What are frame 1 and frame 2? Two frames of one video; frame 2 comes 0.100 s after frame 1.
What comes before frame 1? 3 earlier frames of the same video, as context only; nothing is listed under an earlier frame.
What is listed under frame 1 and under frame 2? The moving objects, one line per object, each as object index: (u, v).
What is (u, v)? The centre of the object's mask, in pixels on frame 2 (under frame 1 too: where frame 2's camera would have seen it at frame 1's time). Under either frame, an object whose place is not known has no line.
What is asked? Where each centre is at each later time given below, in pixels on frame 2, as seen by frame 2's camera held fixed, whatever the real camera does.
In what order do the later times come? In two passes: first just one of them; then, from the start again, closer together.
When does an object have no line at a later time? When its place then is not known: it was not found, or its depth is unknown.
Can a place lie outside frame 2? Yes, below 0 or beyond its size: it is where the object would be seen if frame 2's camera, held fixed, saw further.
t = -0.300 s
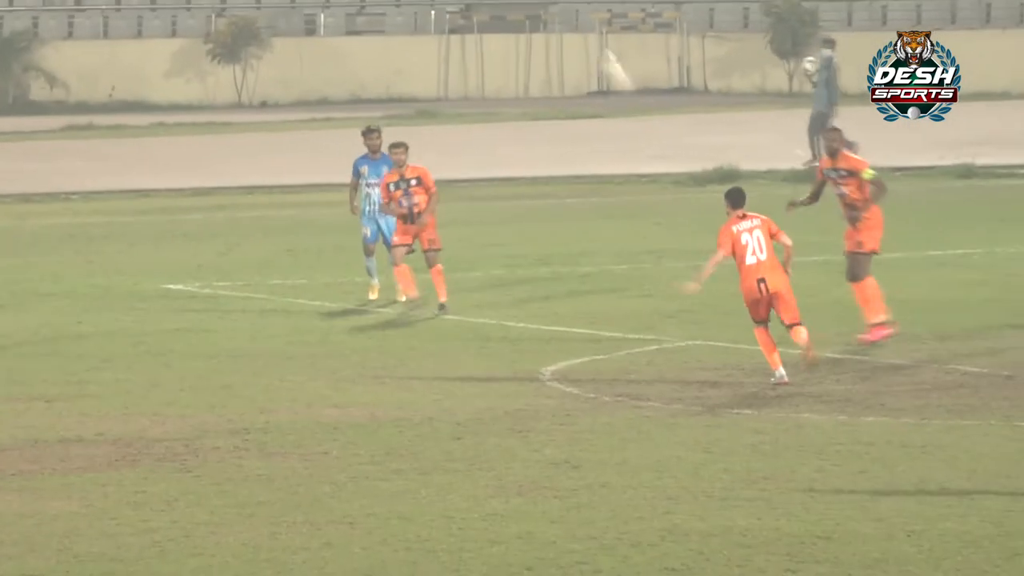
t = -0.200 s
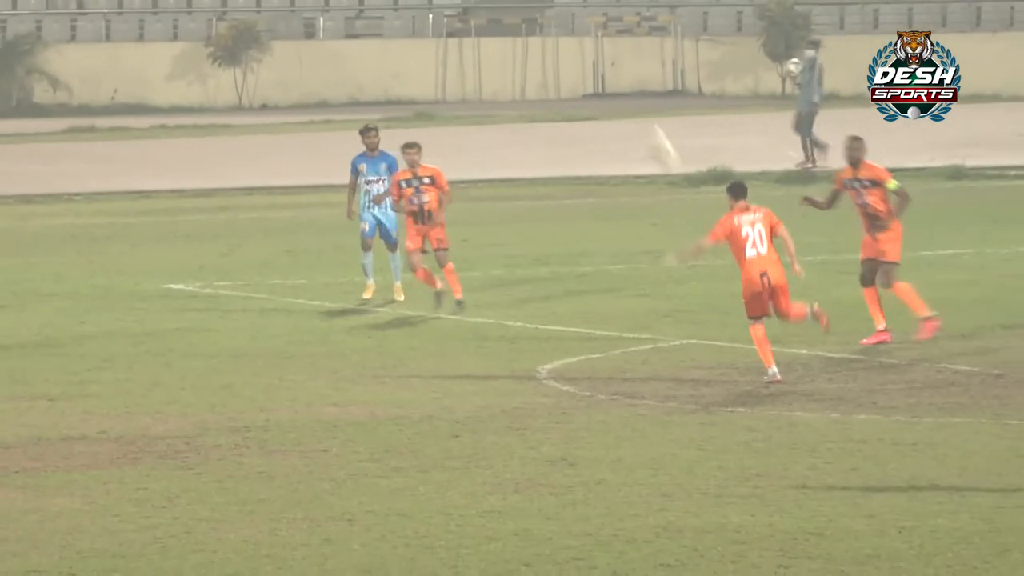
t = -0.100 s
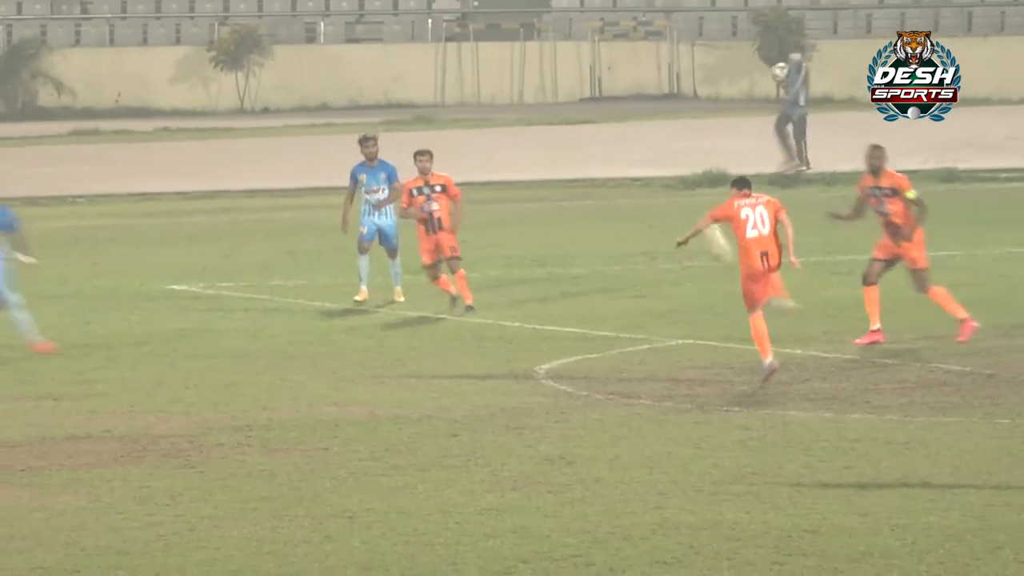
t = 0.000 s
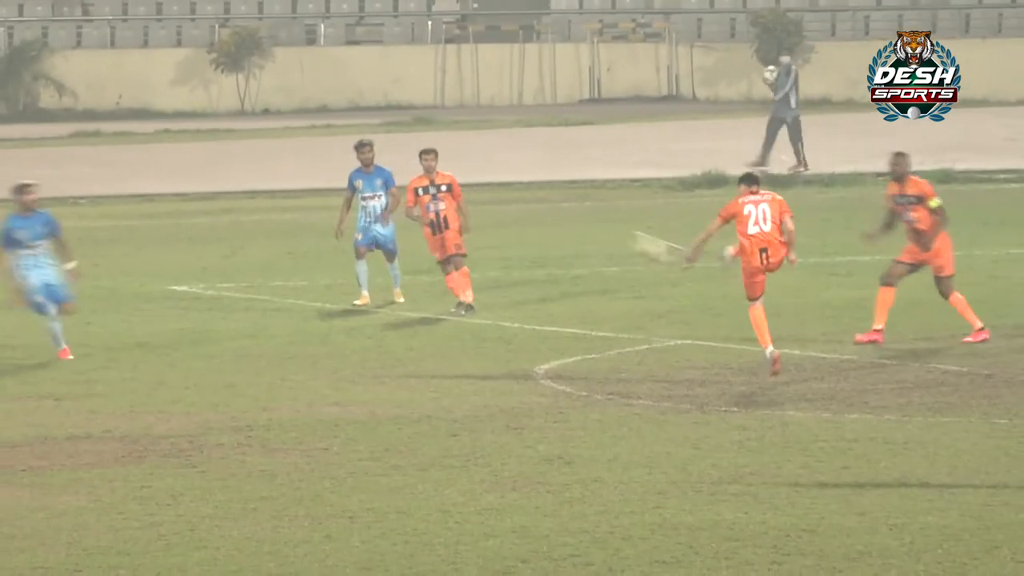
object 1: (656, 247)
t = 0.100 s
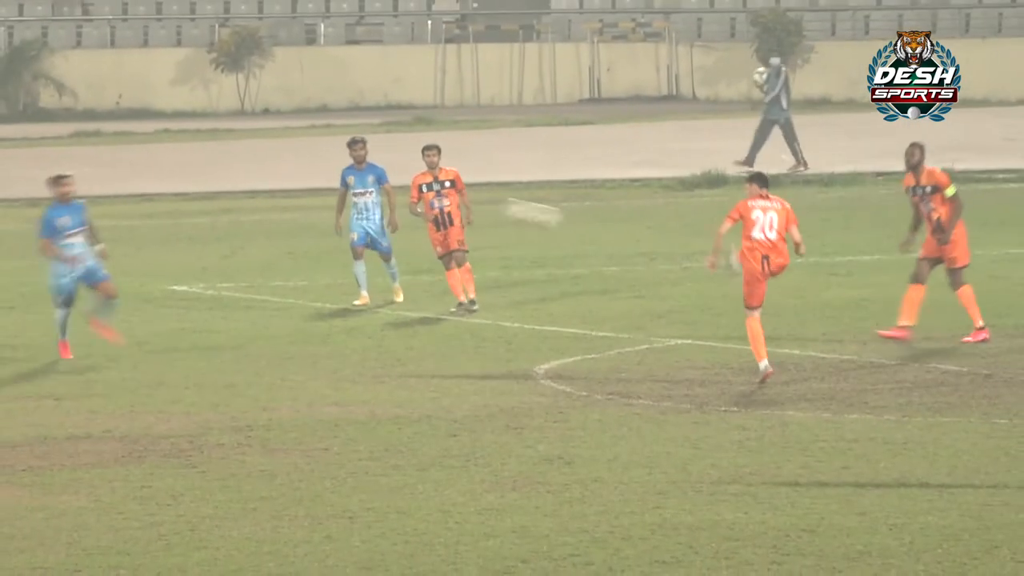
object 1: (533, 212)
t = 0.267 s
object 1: (320, 181)
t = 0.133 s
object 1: (496, 204)
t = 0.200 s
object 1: (399, 187)
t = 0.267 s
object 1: (320, 181)
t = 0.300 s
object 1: (287, 179)
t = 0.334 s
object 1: (254, 178)
